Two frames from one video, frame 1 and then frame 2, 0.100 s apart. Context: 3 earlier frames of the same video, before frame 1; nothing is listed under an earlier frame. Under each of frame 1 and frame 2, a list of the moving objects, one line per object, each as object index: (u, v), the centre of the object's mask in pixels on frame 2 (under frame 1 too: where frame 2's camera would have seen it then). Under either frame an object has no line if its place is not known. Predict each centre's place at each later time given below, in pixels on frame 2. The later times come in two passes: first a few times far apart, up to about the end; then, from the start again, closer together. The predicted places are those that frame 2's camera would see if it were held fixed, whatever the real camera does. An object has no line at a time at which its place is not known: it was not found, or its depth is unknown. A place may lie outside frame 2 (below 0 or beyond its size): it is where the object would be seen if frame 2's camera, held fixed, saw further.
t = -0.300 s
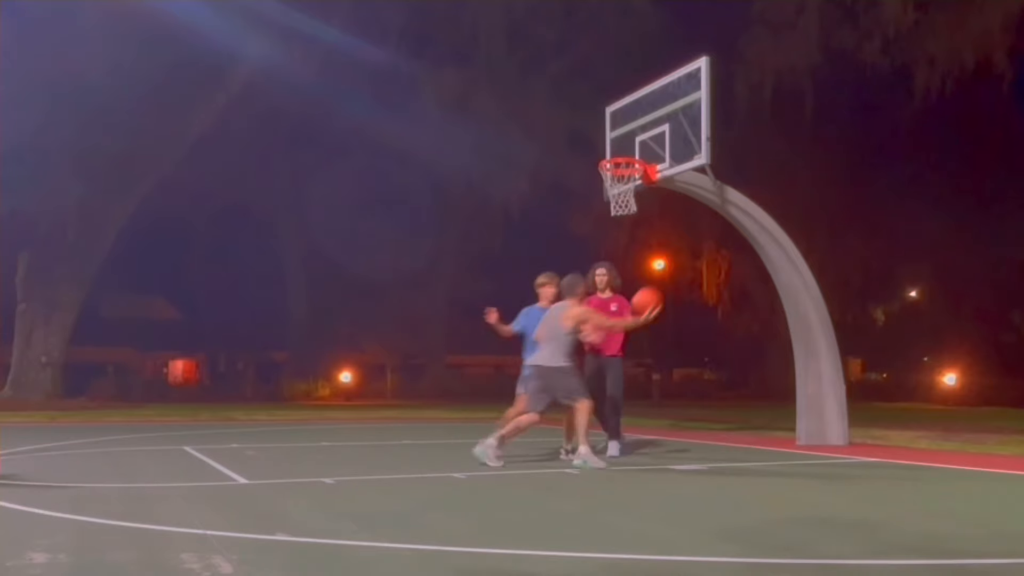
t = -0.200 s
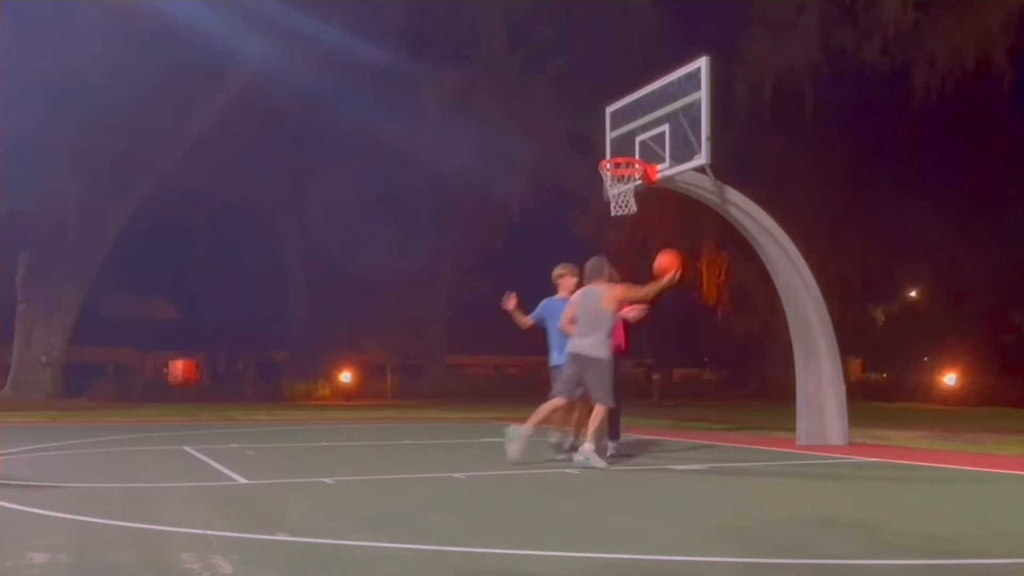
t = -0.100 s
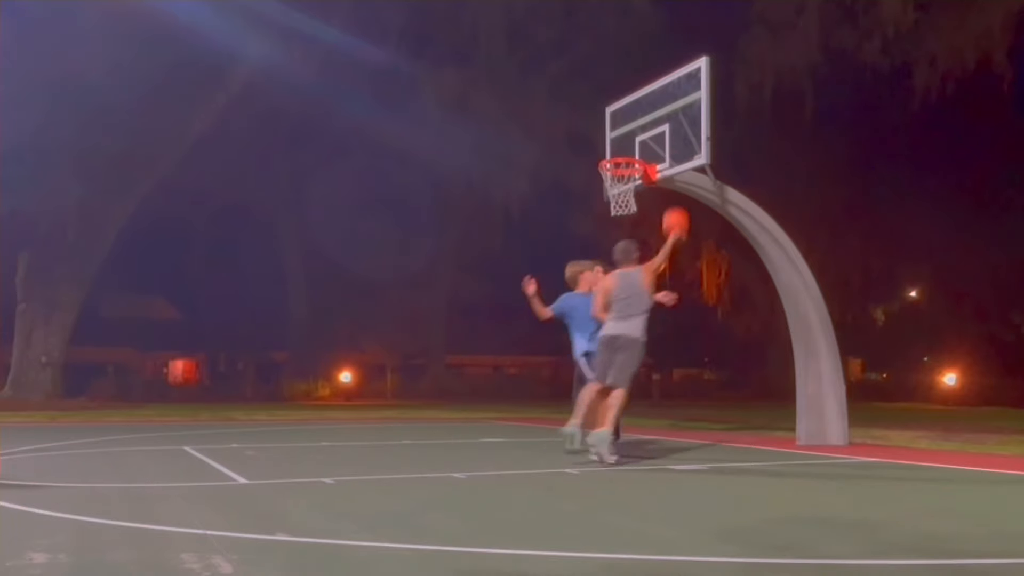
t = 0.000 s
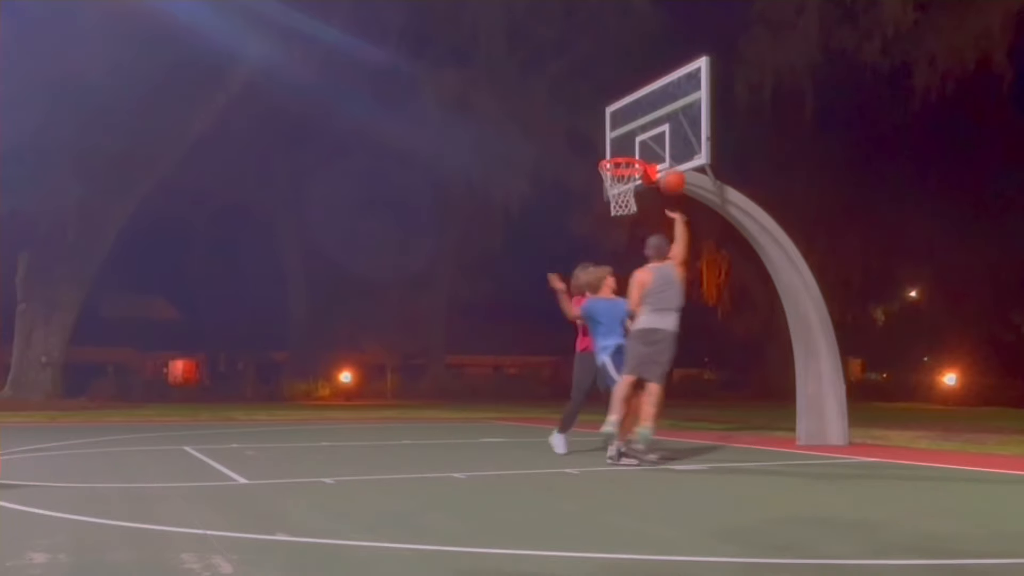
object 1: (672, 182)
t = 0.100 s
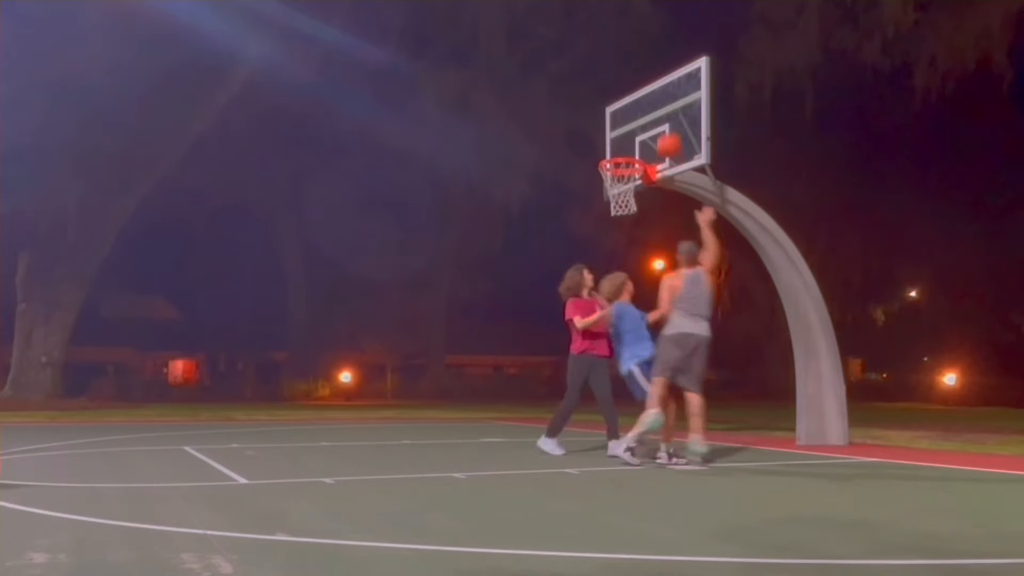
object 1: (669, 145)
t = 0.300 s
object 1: (662, 113)
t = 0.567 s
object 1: (651, 126)
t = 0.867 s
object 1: (617, 158)
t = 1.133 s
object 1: (644, 182)
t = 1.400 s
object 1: (640, 229)
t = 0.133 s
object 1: (669, 137)
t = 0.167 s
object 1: (667, 129)
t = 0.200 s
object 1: (666, 124)
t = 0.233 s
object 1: (665, 119)
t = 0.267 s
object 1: (663, 115)
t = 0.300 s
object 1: (662, 113)
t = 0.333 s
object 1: (661, 112)
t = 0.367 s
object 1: (661, 112)
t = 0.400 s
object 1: (660, 112)
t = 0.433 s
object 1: (658, 113)
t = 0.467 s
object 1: (657, 115)
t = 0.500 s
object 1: (656, 119)
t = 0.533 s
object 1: (655, 124)
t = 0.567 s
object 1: (651, 126)
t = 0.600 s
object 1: (647, 128)
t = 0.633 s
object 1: (643, 132)
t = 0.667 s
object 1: (638, 137)
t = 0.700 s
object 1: (634, 142)
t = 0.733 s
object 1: (629, 148)
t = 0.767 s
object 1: (625, 154)
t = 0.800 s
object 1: (622, 158)
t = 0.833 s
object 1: (620, 157)
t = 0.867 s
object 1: (617, 158)
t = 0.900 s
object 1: (616, 158)
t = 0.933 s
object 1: (616, 160)
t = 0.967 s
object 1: (621, 170)
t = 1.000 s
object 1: (630, 176)
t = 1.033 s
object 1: (634, 178)
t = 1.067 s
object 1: (641, 182)
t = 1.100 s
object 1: (643, 185)
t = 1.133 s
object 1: (644, 182)
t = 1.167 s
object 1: (644, 179)
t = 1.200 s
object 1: (644, 191)
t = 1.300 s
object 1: (643, 211)
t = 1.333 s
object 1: (642, 215)
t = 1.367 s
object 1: (640, 221)
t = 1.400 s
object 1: (640, 229)
